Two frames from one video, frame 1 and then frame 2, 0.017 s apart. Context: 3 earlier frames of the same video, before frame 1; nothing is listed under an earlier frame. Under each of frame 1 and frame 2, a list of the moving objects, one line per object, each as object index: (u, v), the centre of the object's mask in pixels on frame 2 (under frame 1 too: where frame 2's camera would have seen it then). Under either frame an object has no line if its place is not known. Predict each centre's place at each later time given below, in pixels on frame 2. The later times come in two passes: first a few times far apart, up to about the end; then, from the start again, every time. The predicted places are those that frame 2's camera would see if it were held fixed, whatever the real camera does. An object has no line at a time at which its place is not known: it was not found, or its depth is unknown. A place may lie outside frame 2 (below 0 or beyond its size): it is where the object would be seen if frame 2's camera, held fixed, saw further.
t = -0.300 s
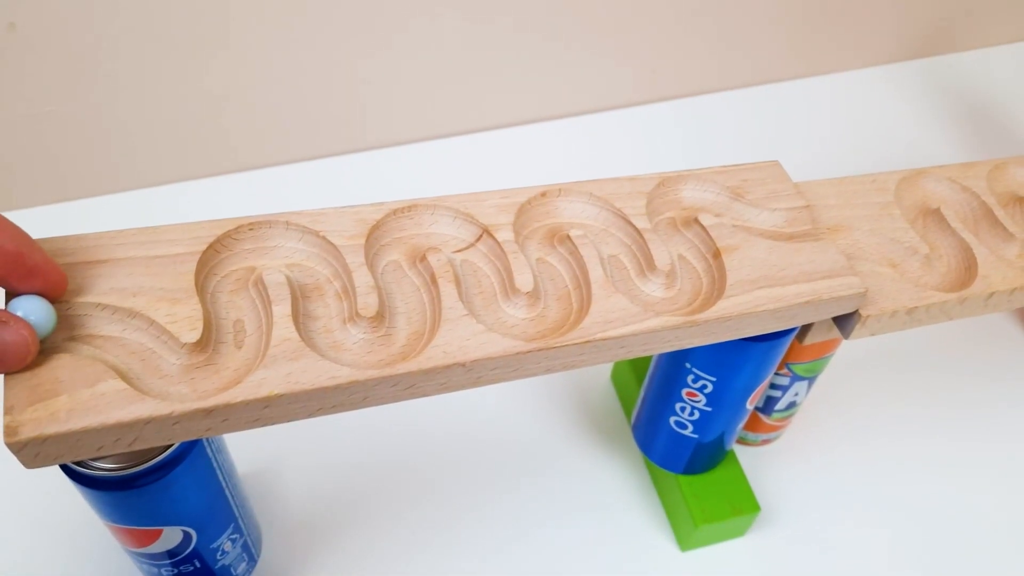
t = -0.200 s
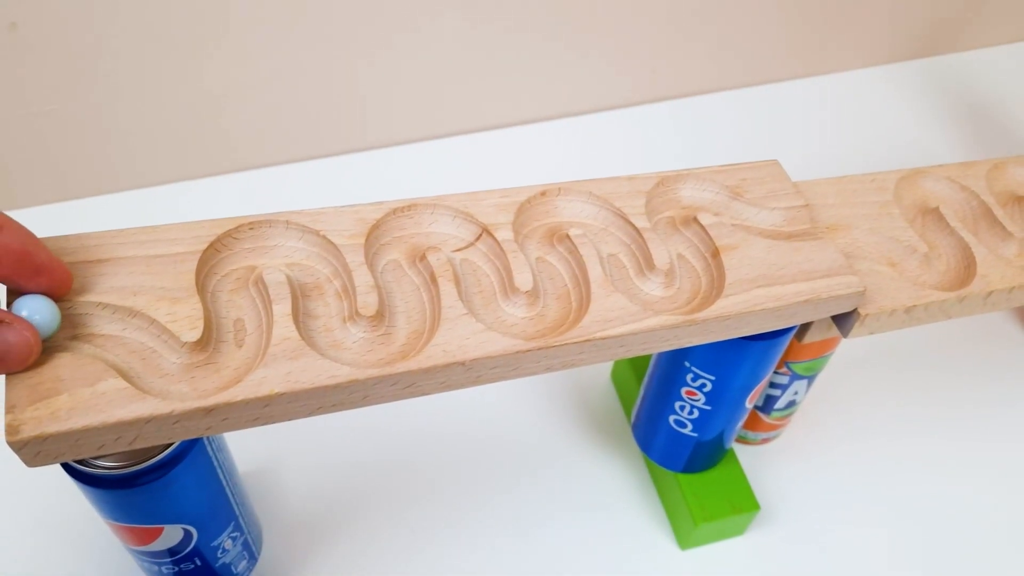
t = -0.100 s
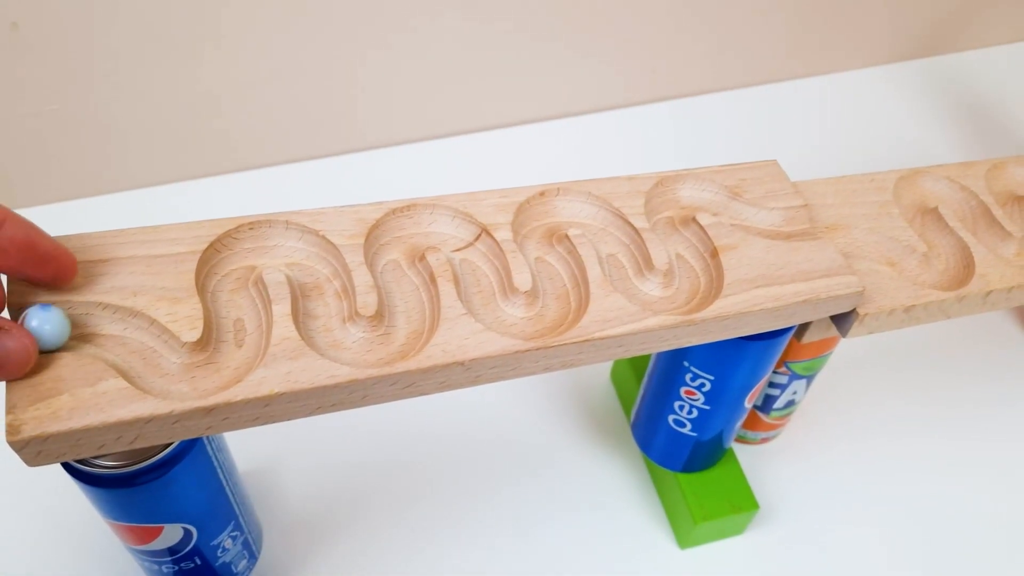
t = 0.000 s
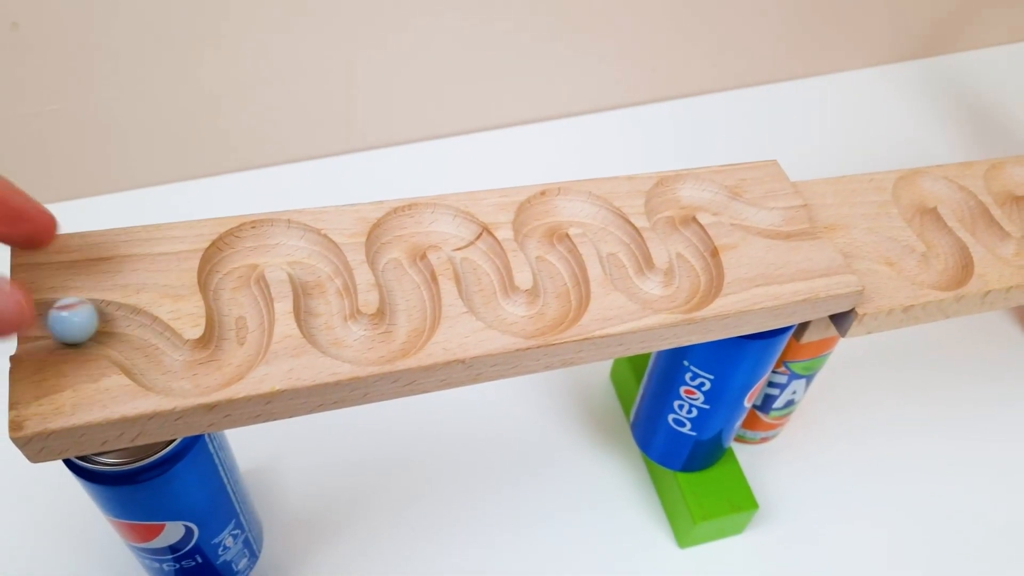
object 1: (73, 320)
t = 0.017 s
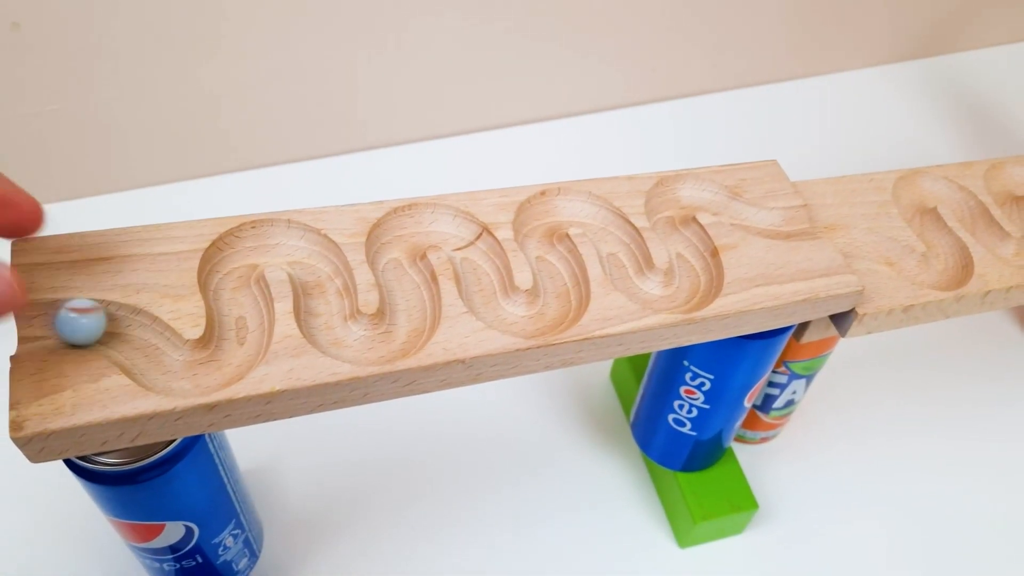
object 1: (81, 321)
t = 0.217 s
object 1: (208, 372)
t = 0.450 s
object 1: (235, 256)
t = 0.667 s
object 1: (328, 290)
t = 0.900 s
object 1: (417, 314)
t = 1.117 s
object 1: (410, 232)
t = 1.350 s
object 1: (484, 292)
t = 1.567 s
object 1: (562, 288)
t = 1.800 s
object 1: (564, 210)
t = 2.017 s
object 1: (628, 276)
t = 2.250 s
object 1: (697, 256)
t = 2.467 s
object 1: (690, 191)
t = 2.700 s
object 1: (801, 223)
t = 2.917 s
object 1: (937, 274)
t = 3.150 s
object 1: (915, 210)
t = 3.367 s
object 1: (959, 195)
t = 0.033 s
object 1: (90, 323)
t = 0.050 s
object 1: (100, 324)
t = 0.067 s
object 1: (111, 326)
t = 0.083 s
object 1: (121, 329)
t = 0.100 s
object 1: (133, 334)
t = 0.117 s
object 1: (143, 340)
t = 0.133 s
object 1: (153, 349)
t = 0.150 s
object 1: (162, 358)
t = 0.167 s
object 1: (172, 369)
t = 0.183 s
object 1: (183, 374)
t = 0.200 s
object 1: (196, 375)
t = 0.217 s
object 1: (208, 372)
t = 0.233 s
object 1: (221, 366)
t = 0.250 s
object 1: (231, 357)
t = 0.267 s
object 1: (238, 346)
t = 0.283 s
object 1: (246, 335)
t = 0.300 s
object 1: (249, 323)
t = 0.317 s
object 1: (249, 314)
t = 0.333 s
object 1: (245, 306)
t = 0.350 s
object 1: (239, 298)
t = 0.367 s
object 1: (233, 290)
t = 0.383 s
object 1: (228, 281)
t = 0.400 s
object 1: (225, 274)
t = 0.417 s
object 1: (226, 267)
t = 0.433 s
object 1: (229, 262)
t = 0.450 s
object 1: (235, 256)
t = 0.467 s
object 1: (244, 251)
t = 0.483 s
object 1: (252, 246)
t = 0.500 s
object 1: (261, 242)
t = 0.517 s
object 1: (270, 239)
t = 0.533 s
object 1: (279, 240)
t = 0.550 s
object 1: (289, 241)
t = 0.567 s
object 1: (299, 245)
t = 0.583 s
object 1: (307, 250)
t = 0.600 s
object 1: (316, 255)
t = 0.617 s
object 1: (321, 263)
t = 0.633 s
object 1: (325, 271)
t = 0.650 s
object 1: (327, 281)
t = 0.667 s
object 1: (328, 290)
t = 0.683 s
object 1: (329, 300)
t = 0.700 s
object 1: (328, 311)
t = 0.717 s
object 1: (329, 321)
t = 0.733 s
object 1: (330, 330)
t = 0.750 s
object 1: (334, 336)
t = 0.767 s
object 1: (342, 340)
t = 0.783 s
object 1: (353, 343)
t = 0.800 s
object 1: (364, 344)
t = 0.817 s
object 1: (377, 342)
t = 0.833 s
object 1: (390, 340)
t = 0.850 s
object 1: (402, 336)
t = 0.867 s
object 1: (411, 329)
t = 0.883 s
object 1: (416, 322)
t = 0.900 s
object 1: (417, 314)
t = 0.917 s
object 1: (414, 306)
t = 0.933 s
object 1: (410, 297)
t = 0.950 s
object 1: (408, 289)
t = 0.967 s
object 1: (406, 281)
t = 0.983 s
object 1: (404, 273)
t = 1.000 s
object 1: (402, 265)
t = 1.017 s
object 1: (398, 257)
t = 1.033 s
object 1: (393, 251)
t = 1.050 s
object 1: (390, 244)
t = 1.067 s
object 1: (391, 239)
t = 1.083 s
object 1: (394, 236)
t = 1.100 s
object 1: (402, 235)
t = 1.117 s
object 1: (410, 232)
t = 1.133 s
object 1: (419, 229)
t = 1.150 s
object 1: (426, 225)
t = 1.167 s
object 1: (435, 222)
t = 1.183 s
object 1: (443, 222)
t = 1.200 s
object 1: (451, 225)
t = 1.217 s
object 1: (458, 231)
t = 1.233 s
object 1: (464, 237)
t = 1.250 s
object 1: (470, 244)
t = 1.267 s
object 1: (476, 251)
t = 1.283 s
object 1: (482, 258)
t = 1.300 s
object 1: (485, 265)
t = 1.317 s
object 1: (487, 273)
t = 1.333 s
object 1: (486, 282)
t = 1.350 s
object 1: (484, 292)
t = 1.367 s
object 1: (485, 298)
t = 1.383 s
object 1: (488, 303)
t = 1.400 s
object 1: (494, 308)
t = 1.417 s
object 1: (502, 312)
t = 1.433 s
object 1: (512, 315)
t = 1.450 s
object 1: (522, 317)
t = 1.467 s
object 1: (534, 318)
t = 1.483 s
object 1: (545, 318)
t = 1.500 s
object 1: (554, 314)
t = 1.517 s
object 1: (560, 310)
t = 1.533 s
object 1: (563, 304)
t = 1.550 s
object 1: (563, 296)
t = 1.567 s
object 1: (562, 288)
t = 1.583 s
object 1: (561, 278)
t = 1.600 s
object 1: (560, 269)
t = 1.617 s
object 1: (557, 260)
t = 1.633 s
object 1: (554, 252)
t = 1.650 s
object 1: (549, 245)
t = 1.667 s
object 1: (543, 239)
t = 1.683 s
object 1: (537, 232)
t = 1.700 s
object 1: (533, 224)
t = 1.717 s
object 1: (534, 219)
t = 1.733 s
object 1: (537, 217)
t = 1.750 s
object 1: (543, 217)
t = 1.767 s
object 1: (550, 216)
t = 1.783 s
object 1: (558, 213)
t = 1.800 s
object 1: (564, 210)
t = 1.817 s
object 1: (573, 206)
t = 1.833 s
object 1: (580, 206)
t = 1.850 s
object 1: (587, 208)
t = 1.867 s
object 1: (595, 214)
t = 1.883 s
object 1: (601, 221)
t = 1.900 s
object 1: (607, 227)
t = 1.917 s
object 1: (614, 233)
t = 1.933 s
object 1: (620, 239)
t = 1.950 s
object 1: (624, 246)
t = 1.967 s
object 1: (627, 254)
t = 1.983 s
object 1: (628, 262)
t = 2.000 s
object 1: (627, 270)
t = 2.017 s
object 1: (628, 276)
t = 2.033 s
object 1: (631, 280)
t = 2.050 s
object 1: (637, 284)
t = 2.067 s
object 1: (644, 288)
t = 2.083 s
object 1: (652, 291)
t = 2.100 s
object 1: (661, 293)
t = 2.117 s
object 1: (671, 295)
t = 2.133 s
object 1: (680, 296)
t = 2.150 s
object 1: (688, 294)
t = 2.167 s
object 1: (693, 291)
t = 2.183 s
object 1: (696, 287)
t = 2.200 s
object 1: (697, 280)
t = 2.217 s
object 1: (698, 272)
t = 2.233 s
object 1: (698, 264)
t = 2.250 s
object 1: (697, 256)
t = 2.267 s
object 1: (694, 249)
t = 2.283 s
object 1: (690, 242)
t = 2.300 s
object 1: (684, 236)
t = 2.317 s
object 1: (677, 229)
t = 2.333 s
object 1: (671, 223)
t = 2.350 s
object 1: (666, 217)
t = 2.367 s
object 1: (664, 213)
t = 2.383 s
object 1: (664, 208)
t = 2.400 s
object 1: (668, 204)
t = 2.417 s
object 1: (672, 201)
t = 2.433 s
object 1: (678, 197)
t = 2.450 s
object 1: (684, 194)
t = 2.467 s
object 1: (690, 191)
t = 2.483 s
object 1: (697, 190)
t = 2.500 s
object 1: (705, 192)
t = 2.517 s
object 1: (713, 196)
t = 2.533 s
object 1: (720, 200)
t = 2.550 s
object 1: (727, 205)
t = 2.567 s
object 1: (734, 209)
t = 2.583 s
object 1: (741, 213)
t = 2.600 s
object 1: (749, 216)
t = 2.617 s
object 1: (757, 219)
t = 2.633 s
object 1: (766, 221)
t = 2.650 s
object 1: (775, 223)
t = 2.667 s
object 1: (785, 223)
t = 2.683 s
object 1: (793, 223)
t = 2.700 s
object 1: (801, 223)
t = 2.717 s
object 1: (808, 221)
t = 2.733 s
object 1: (815, 219)
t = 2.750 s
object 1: (822, 216)
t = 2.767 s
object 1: (827, 216)
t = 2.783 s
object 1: (830, 221)
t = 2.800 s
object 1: (841, 224)
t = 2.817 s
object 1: (852, 230)
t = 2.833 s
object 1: (863, 237)
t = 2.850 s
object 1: (878, 244)
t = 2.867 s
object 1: (892, 250)
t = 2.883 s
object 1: (907, 257)
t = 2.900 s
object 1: (922, 265)
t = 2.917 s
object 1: (937, 274)
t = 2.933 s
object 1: (953, 272)
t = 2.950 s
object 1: (963, 267)
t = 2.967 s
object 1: (968, 260)
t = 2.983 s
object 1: (970, 253)
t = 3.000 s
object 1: (969, 246)
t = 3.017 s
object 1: (964, 238)
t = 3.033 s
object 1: (958, 232)
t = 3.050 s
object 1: (948, 228)
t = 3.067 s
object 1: (935, 228)
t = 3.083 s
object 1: (925, 224)
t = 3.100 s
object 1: (919, 218)
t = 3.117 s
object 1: (916, 213)
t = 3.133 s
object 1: (915, 212)
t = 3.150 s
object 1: (915, 210)
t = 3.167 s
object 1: (917, 207)
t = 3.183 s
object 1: (918, 202)
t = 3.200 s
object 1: (917, 199)
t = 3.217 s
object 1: (914, 194)
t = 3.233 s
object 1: (913, 188)
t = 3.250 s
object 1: (916, 185)
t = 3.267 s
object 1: (918, 184)
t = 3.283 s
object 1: (922, 187)
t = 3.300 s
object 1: (928, 189)
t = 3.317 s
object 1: (936, 191)
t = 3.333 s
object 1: (943, 192)
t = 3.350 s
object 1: (952, 193)
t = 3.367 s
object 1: (959, 195)
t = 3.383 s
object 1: (964, 198)
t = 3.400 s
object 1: (967, 203)
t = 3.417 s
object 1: (969, 209)
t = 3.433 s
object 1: (971, 214)
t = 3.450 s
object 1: (974, 218)
